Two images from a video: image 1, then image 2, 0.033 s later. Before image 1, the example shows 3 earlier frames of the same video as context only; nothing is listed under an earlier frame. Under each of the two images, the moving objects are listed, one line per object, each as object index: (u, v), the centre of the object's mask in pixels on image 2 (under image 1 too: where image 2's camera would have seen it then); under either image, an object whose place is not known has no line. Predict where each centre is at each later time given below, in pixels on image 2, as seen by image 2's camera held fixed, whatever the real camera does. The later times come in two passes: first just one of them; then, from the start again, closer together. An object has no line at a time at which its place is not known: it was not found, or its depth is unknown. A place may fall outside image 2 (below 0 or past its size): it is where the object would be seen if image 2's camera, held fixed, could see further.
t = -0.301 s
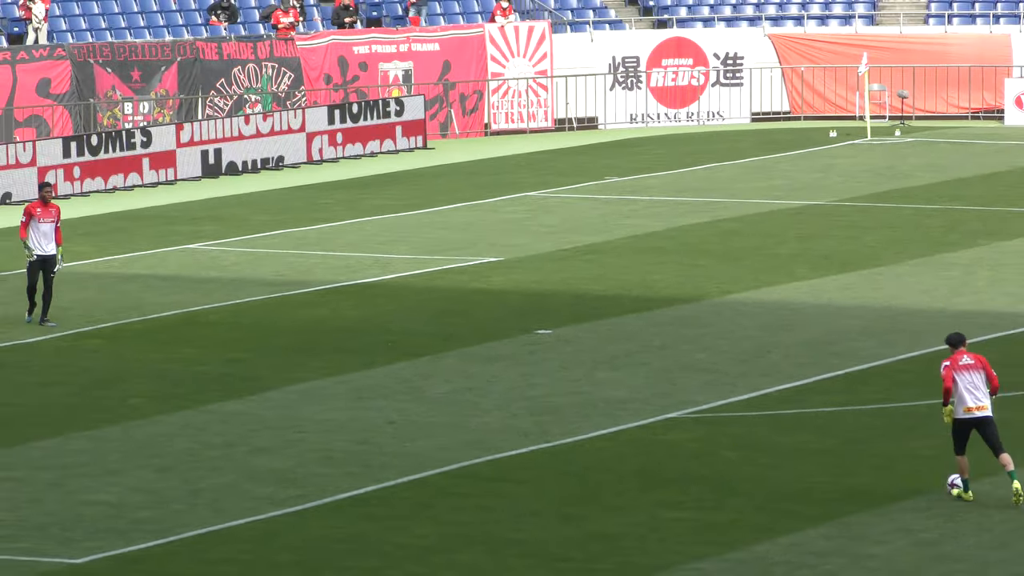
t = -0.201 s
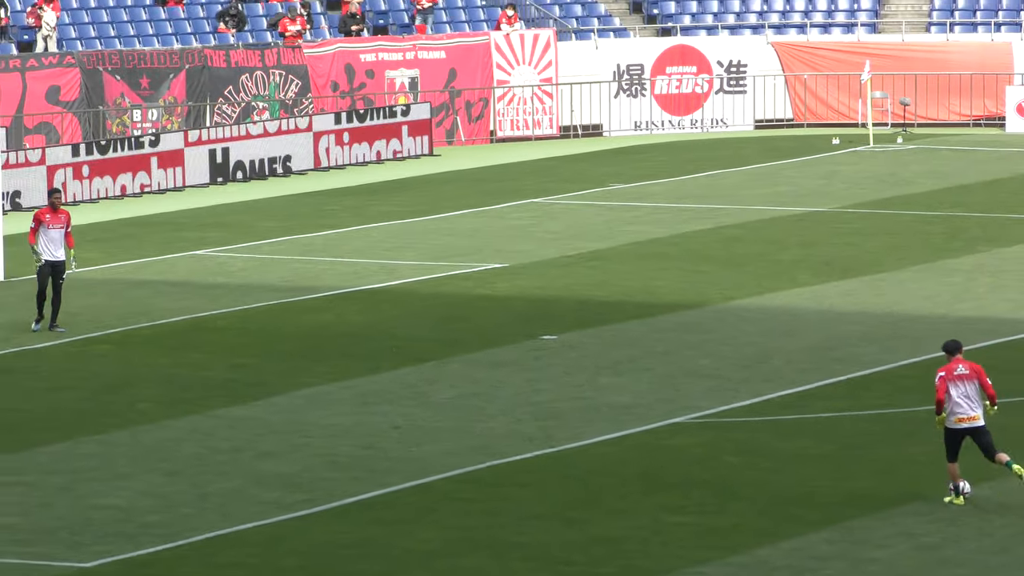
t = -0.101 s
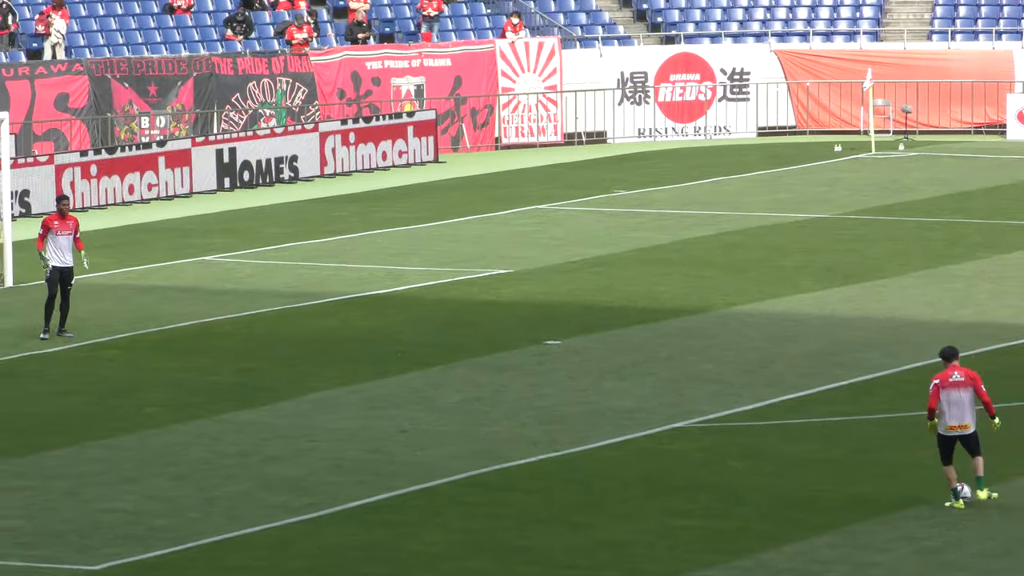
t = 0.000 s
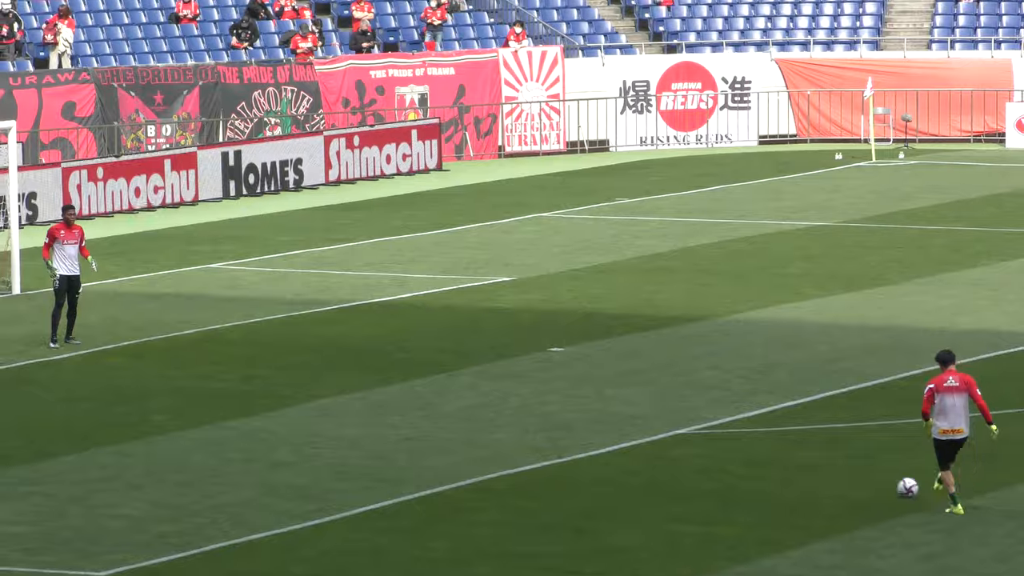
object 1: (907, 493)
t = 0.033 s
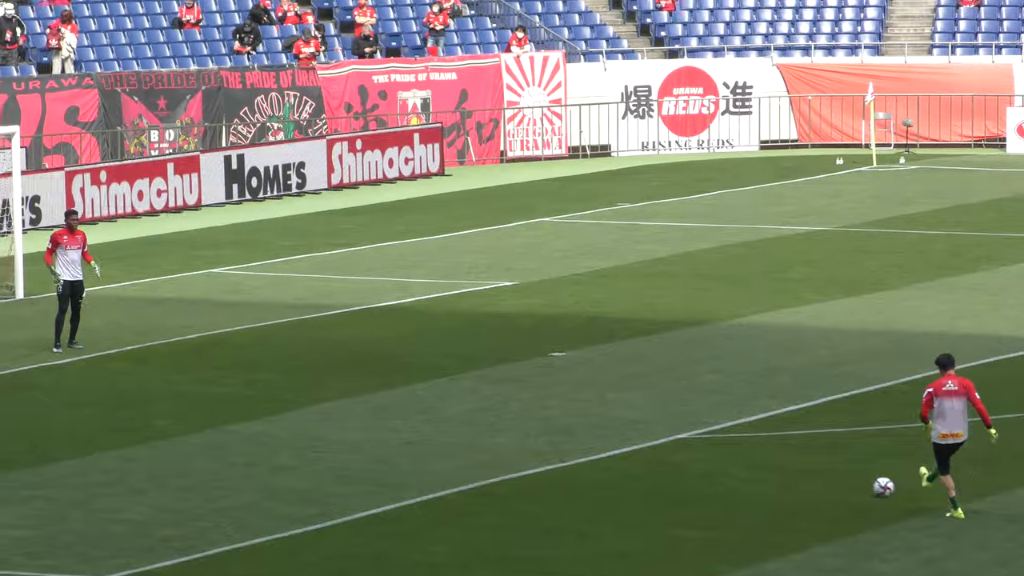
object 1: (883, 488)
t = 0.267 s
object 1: (726, 457)
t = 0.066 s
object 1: (859, 483)
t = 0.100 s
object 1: (836, 477)
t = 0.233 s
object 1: (747, 460)
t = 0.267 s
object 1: (726, 457)
